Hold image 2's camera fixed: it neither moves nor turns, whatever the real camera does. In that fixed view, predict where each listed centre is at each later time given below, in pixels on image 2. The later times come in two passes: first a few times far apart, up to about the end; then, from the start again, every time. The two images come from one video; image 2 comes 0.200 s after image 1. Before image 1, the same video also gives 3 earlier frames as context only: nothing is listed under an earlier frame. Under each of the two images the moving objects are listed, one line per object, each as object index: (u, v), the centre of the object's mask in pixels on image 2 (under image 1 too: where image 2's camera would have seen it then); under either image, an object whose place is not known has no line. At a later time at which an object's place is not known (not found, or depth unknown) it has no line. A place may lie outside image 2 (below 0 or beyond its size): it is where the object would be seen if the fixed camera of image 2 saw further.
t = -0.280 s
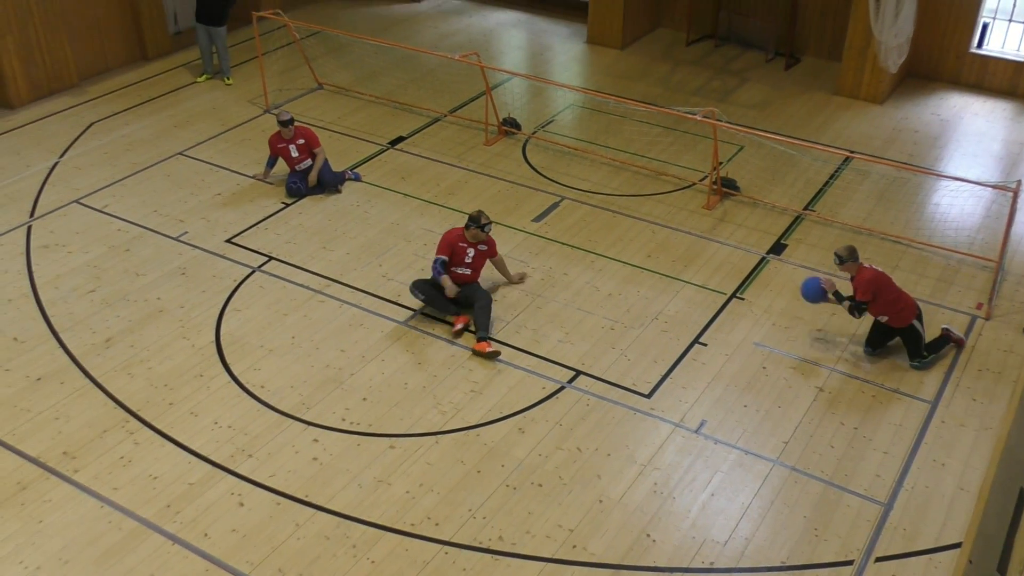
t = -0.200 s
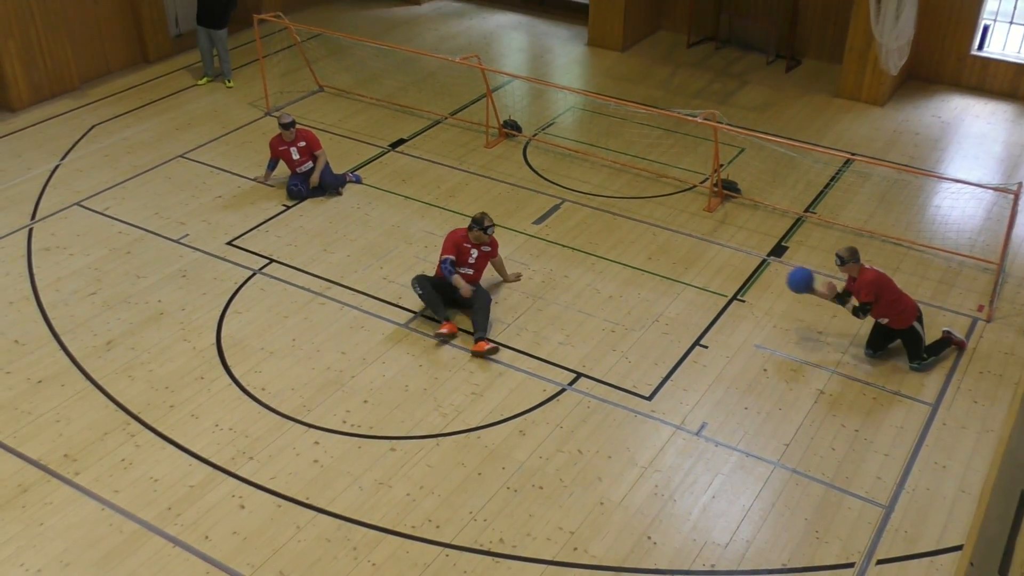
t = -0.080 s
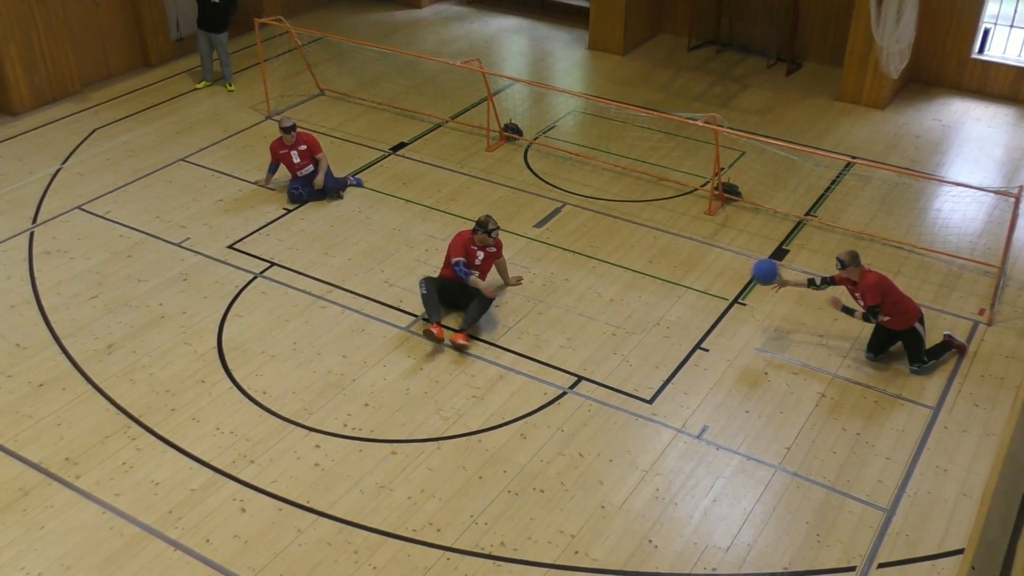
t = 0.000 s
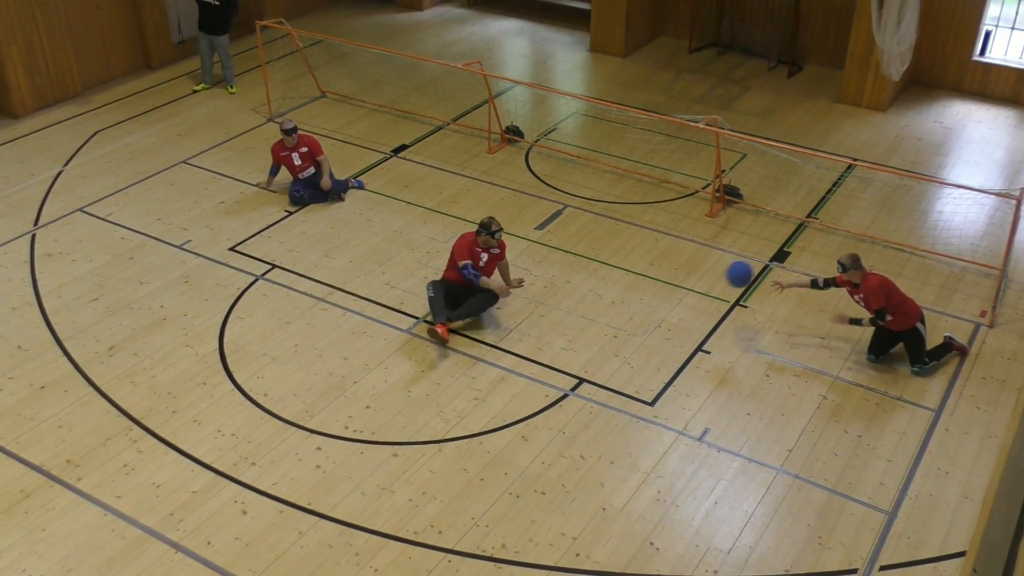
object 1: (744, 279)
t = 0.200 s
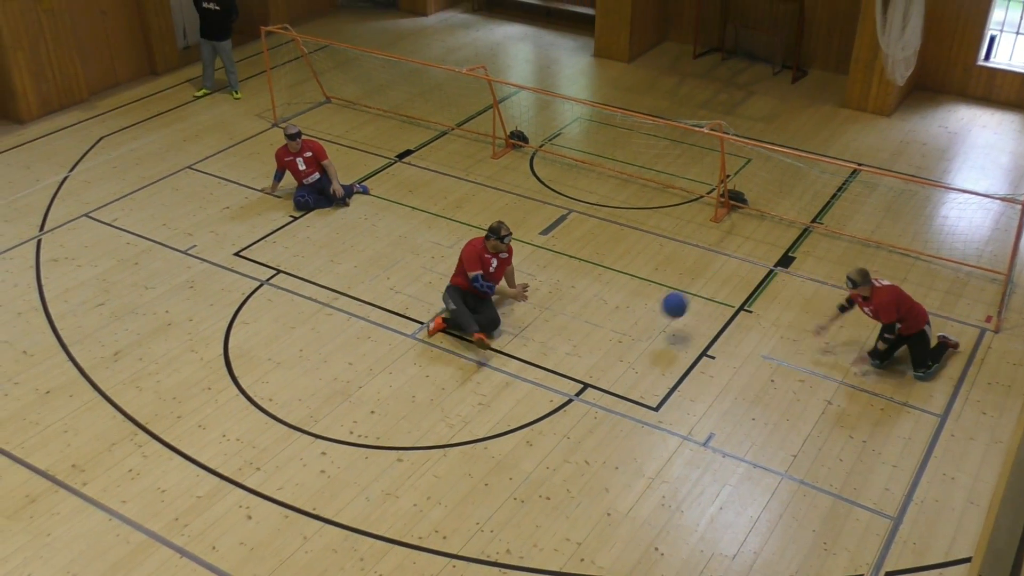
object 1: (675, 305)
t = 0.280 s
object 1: (647, 327)
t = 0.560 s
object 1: (597, 309)
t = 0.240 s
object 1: (661, 314)
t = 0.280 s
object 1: (647, 327)
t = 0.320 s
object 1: (639, 326)
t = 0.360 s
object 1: (632, 318)
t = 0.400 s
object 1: (625, 313)
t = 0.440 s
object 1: (619, 310)
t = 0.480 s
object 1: (612, 308)
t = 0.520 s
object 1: (604, 308)
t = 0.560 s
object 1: (597, 309)
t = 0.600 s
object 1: (590, 312)
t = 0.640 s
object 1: (582, 316)
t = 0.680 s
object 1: (575, 323)
